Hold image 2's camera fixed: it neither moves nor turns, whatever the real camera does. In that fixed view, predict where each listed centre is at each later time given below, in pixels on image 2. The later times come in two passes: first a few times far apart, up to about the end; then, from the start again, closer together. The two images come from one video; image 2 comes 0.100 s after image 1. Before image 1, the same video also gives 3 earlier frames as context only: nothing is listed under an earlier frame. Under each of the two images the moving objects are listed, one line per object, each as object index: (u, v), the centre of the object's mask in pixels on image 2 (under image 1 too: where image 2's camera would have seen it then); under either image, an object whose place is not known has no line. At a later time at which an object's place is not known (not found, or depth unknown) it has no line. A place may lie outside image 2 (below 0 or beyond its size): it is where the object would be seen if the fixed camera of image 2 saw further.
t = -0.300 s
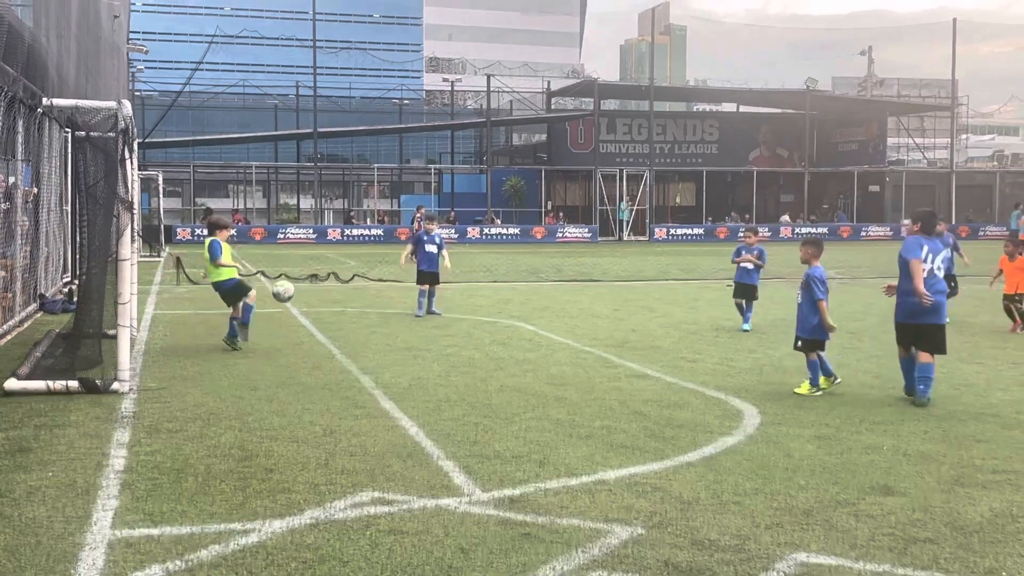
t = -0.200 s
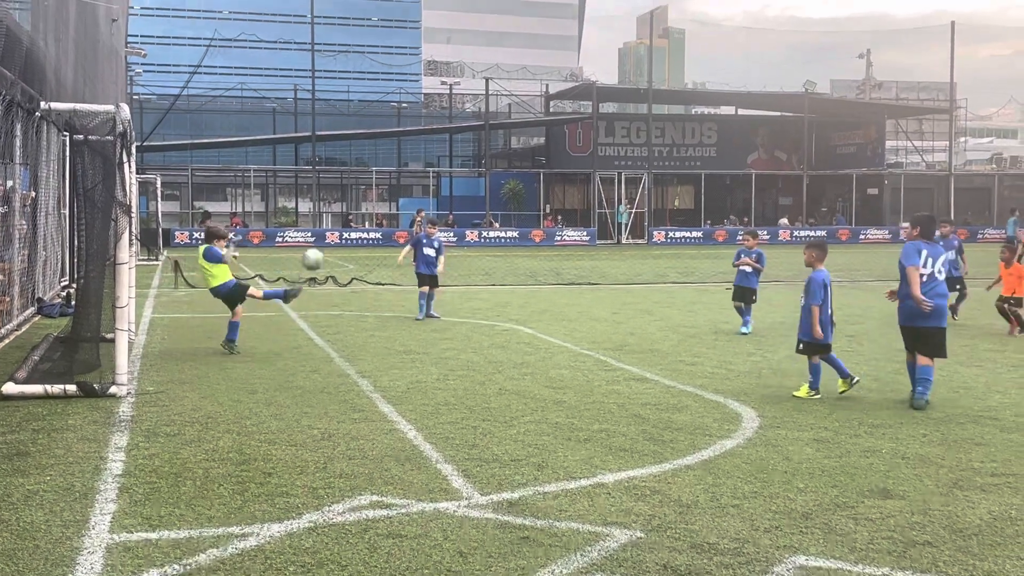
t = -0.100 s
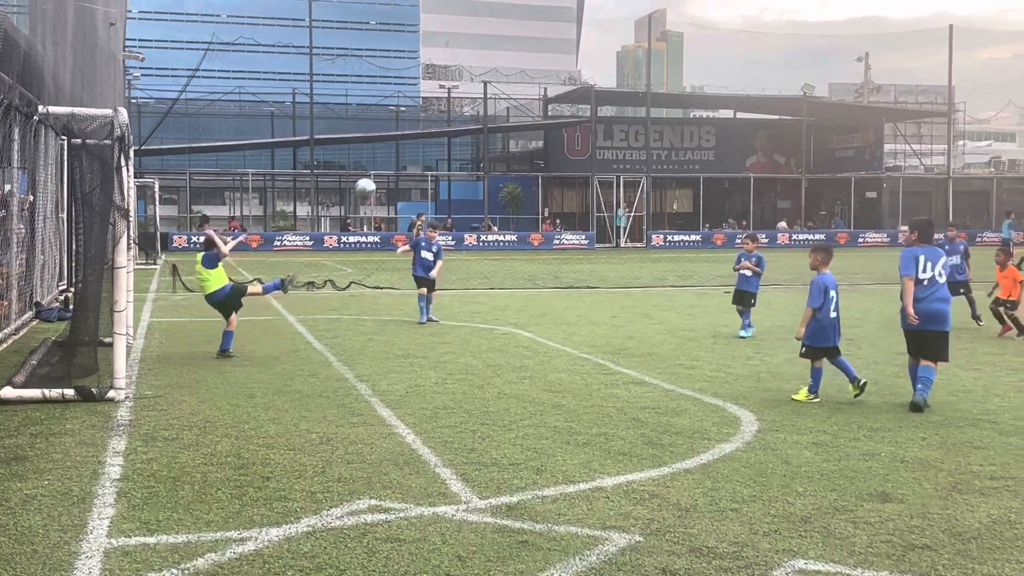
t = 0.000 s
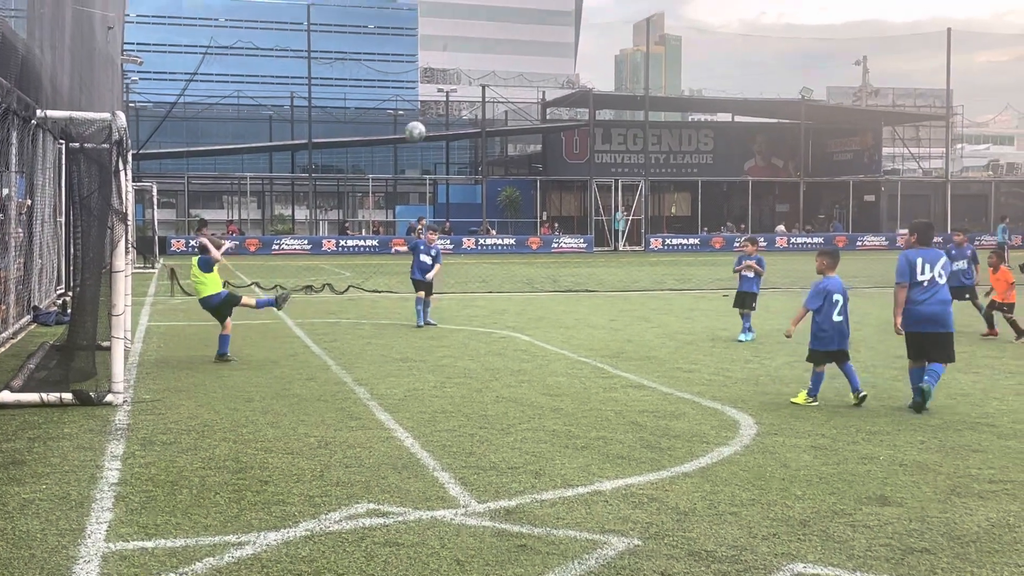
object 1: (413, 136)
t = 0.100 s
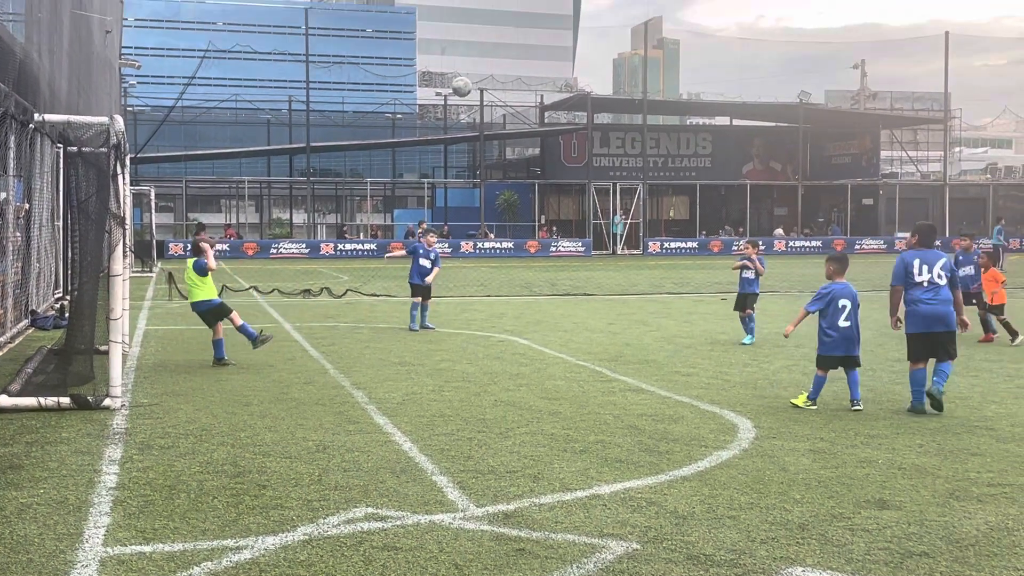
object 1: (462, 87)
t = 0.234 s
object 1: (523, 40)
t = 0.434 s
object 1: (608, 5)
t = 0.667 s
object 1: (697, 14)
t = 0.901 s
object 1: (776, 69)
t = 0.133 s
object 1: (477, 74)
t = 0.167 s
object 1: (493, 61)
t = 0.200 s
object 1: (508, 50)
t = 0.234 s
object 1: (523, 40)
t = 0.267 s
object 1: (538, 31)
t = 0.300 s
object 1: (553, 24)
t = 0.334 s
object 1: (568, 18)
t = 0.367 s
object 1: (581, 13)
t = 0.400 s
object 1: (595, 8)
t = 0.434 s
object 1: (608, 5)
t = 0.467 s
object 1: (621, 3)
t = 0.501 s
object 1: (634, 3)
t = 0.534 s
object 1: (647, 4)
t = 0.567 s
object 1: (660, 5)
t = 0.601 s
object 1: (673, 7)
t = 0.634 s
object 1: (685, 10)
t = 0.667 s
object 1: (697, 14)
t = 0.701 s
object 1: (709, 20)
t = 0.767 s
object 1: (732, 33)
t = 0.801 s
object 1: (744, 41)
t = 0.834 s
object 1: (755, 49)
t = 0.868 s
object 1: (765, 59)
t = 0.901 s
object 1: (776, 69)
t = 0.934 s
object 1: (787, 80)
